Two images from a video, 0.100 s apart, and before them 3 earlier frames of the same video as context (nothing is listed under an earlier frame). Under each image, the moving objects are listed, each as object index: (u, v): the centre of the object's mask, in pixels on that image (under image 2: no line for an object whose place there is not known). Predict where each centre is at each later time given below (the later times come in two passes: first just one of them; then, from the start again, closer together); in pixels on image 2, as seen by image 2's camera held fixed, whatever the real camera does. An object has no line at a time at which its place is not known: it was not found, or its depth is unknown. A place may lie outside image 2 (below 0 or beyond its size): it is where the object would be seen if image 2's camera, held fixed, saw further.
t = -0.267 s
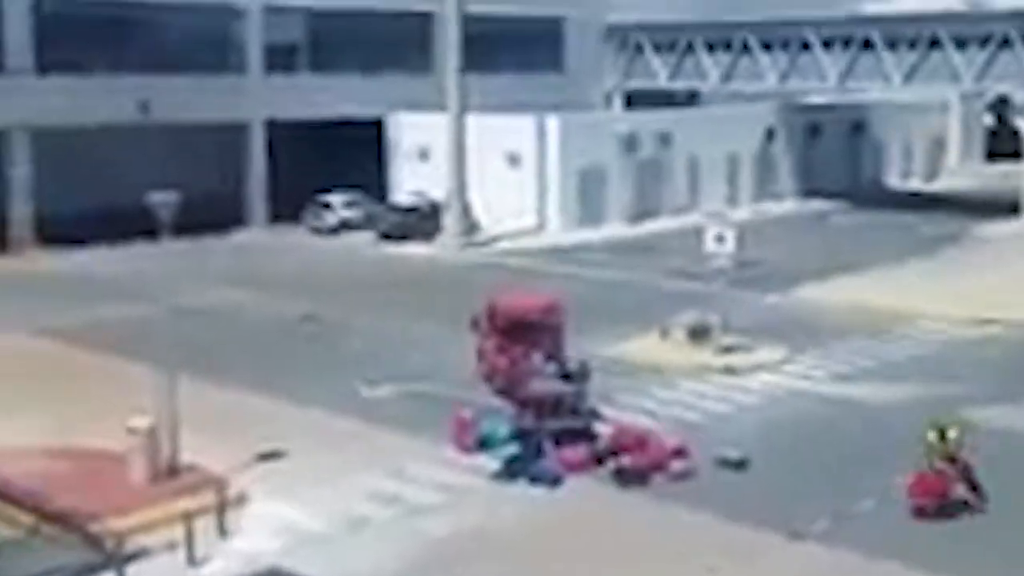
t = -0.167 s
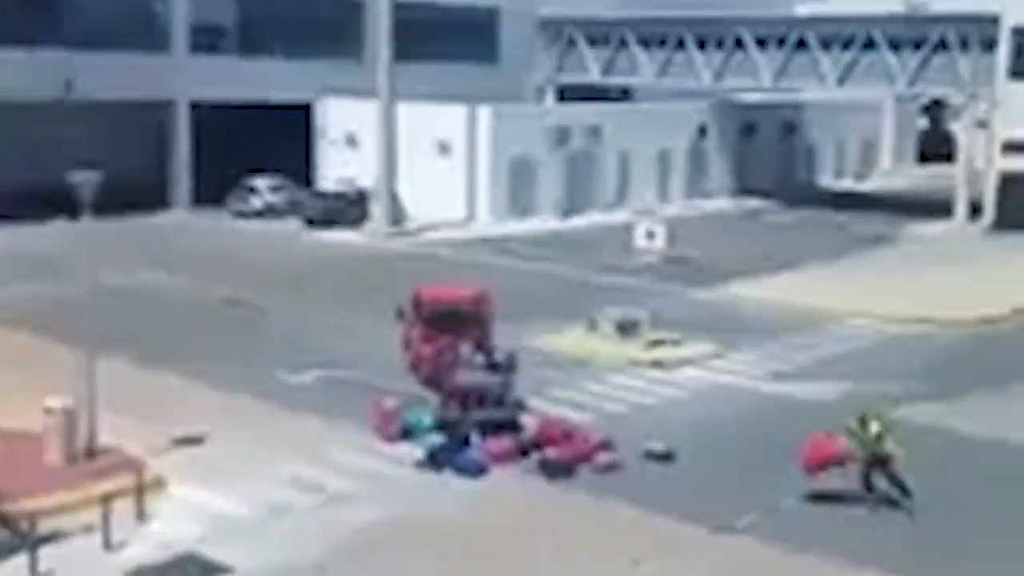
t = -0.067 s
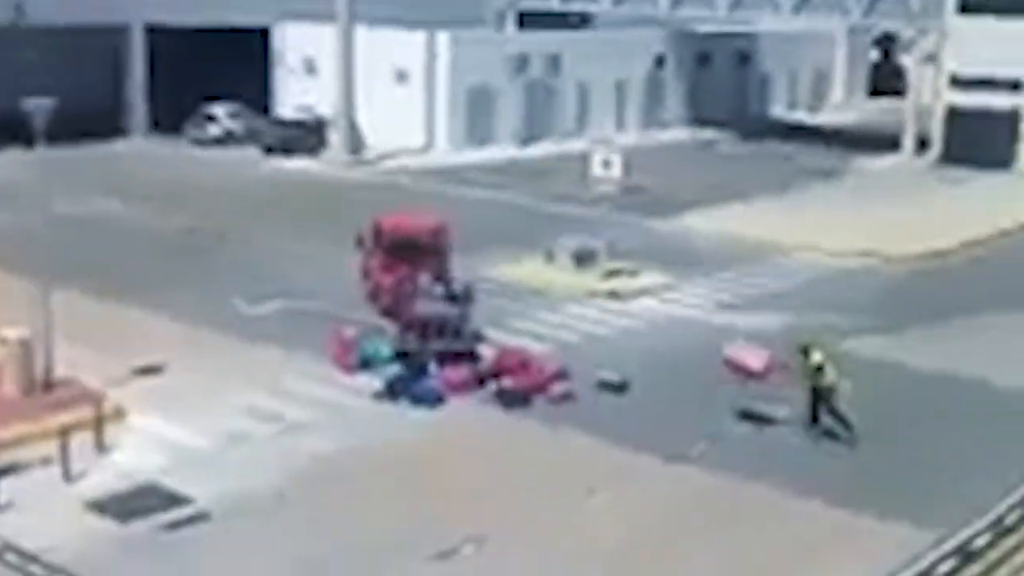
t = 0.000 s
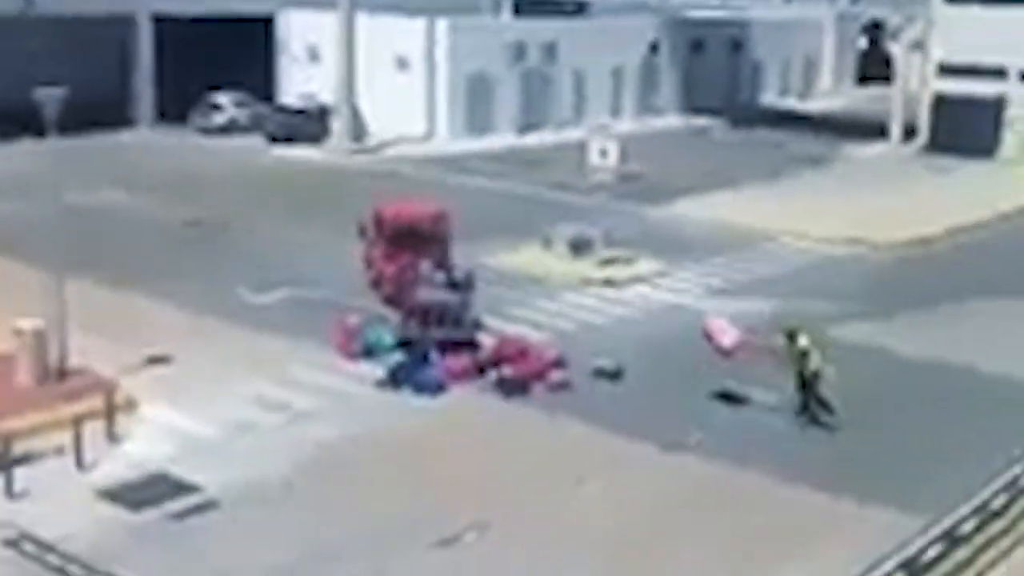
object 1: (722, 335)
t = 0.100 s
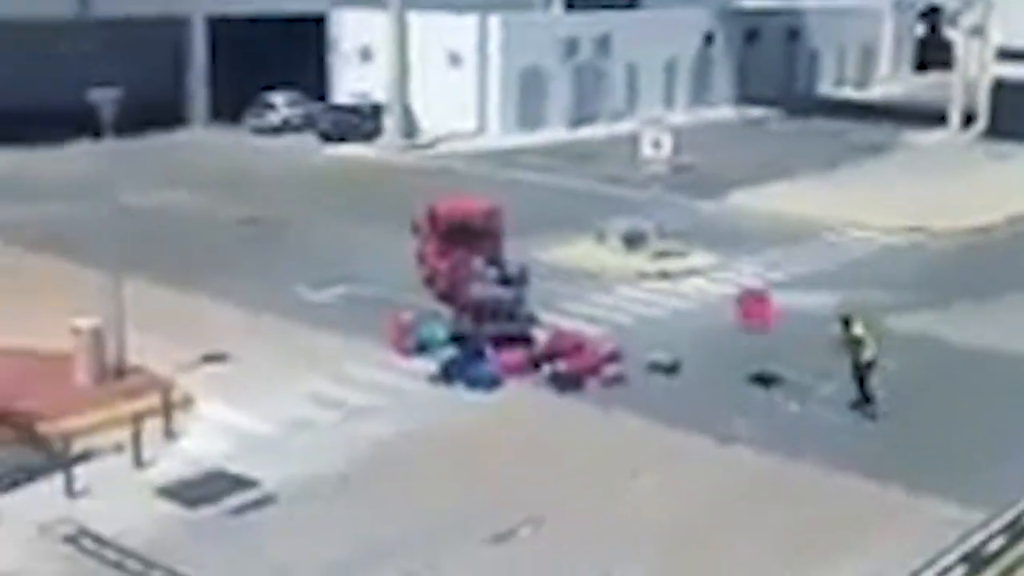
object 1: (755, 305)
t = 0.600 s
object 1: (647, 306)
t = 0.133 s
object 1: (747, 302)
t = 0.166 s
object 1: (741, 301)
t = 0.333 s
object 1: (702, 290)
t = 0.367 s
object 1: (693, 290)
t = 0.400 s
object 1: (688, 289)
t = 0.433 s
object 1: (681, 290)
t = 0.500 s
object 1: (667, 295)
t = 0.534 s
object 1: (660, 298)
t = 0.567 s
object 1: (654, 303)
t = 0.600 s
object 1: (647, 306)
